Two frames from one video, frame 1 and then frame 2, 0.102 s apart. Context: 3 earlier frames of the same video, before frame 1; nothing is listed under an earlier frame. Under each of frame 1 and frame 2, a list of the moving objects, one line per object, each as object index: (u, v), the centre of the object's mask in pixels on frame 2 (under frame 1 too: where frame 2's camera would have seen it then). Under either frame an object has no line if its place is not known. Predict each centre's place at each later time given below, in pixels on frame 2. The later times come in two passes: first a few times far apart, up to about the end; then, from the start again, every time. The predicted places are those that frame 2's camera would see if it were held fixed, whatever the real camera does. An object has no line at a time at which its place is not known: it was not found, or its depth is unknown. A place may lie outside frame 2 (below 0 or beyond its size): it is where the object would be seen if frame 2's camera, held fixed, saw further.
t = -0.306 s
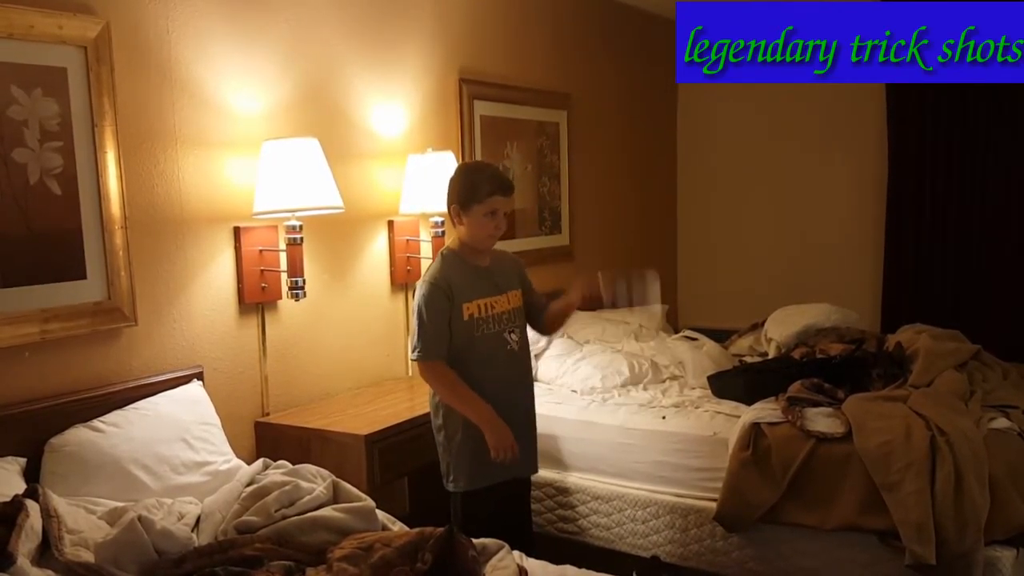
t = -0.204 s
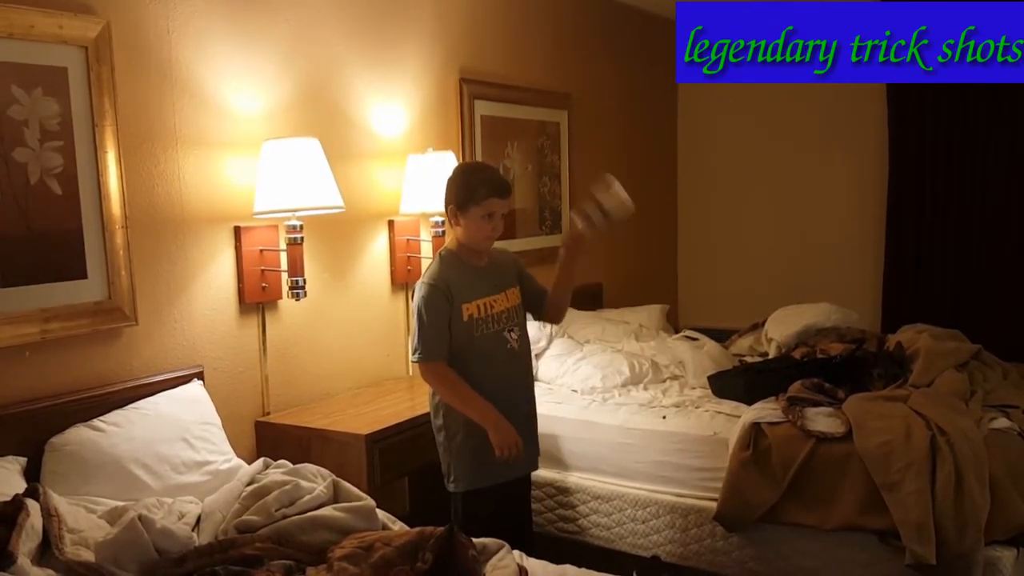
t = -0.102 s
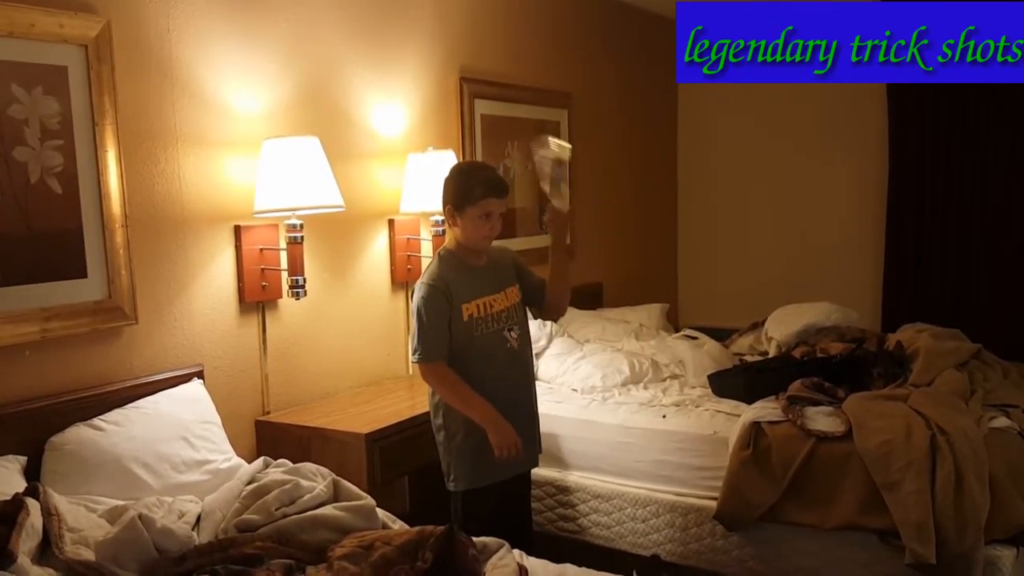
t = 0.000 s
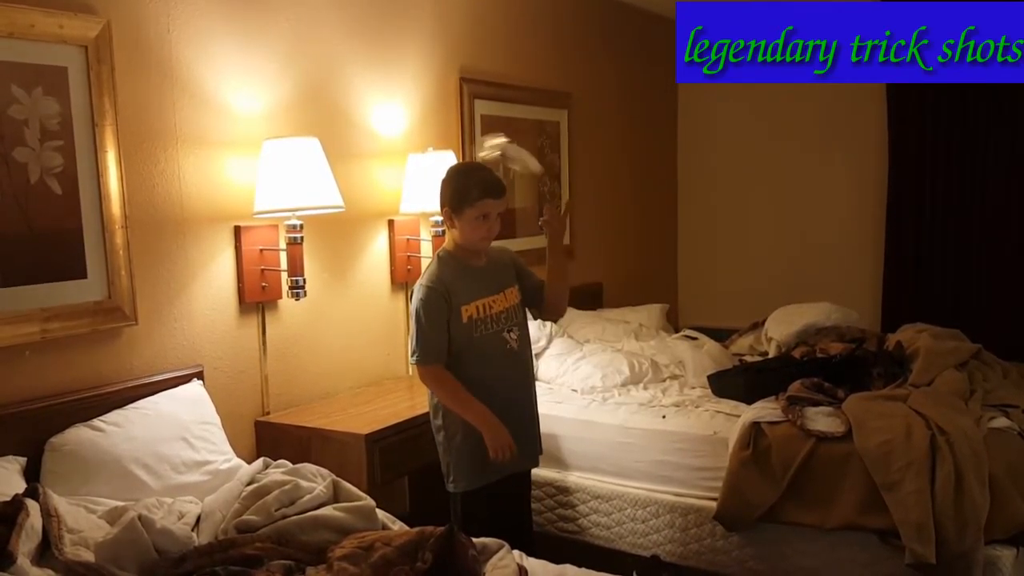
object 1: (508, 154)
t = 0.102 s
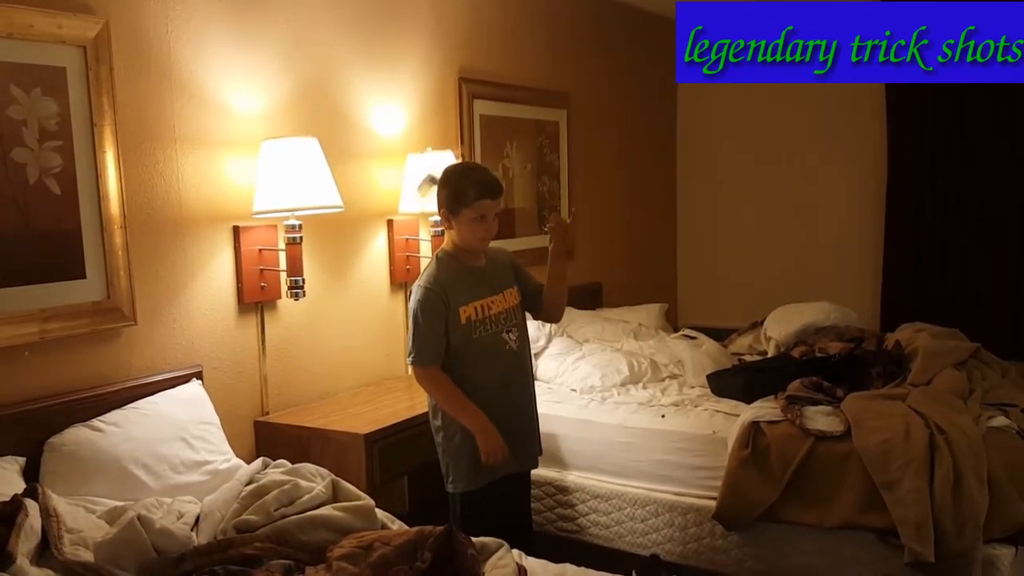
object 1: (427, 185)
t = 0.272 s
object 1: (347, 303)
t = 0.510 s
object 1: (341, 369)
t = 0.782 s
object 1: (344, 371)
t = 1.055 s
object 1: (344, 371)
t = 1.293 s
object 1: (345, 371)
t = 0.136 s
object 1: (410, 212)
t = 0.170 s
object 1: (397, 233)
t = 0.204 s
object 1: (380, 251)
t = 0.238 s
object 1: (362, 281)
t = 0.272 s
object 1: (347, 303)
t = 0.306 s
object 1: (339, 329)
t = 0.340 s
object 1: (337, 368)
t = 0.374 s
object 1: (337, 369)
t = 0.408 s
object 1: (338, 369)
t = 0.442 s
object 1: (339, 369)
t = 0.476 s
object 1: (340, 369)
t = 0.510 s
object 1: (341, 369)
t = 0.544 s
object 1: (343, 371)
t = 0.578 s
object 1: (346, 371)
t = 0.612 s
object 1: (347, 371)
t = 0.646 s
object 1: (348, 371)
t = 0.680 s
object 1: (348, 371)
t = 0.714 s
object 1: (347, 370)
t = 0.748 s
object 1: (345, 371)
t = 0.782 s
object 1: (344, 371)
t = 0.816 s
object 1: (344, 370)
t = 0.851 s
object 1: (345, 371)
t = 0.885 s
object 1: (344, 371)
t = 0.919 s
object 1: (344, 371)
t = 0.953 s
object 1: (344, 371)
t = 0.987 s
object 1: (344, 371)
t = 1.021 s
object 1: (344, 371)
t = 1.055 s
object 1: (344, 371)
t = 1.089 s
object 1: (344, 370)
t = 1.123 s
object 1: (344, 371)
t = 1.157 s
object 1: (344, 371)
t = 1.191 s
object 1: (345, 370)
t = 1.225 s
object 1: (345, 371)
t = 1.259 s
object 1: (345, 371)
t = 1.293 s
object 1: (345, 371)
